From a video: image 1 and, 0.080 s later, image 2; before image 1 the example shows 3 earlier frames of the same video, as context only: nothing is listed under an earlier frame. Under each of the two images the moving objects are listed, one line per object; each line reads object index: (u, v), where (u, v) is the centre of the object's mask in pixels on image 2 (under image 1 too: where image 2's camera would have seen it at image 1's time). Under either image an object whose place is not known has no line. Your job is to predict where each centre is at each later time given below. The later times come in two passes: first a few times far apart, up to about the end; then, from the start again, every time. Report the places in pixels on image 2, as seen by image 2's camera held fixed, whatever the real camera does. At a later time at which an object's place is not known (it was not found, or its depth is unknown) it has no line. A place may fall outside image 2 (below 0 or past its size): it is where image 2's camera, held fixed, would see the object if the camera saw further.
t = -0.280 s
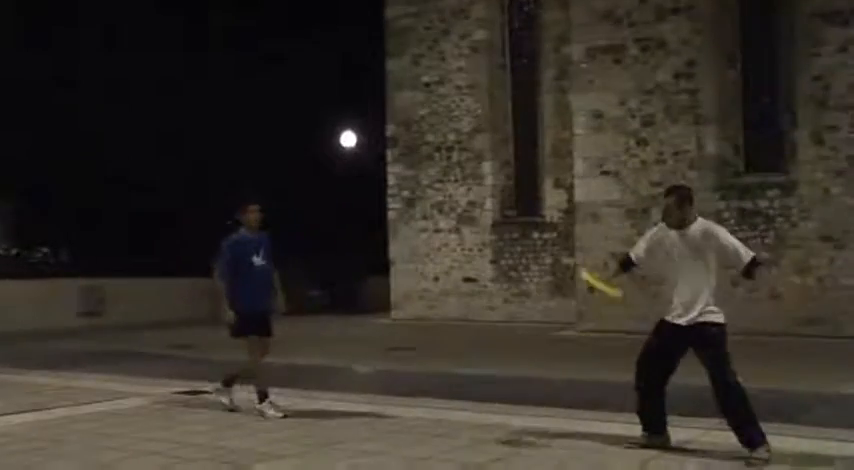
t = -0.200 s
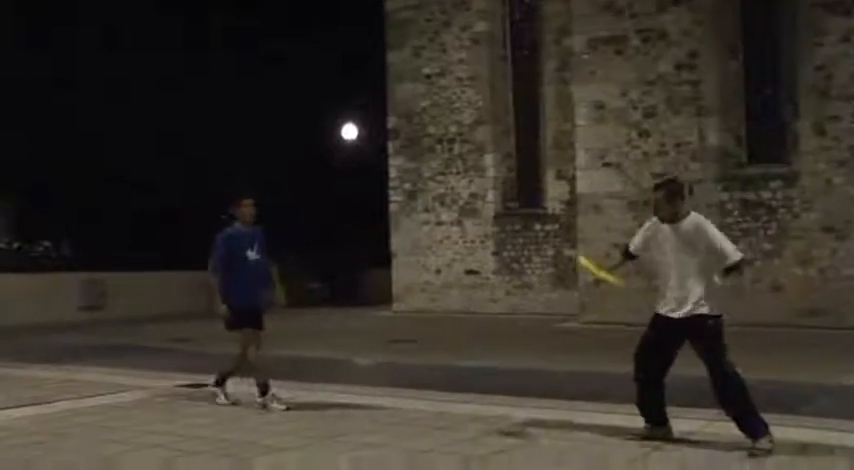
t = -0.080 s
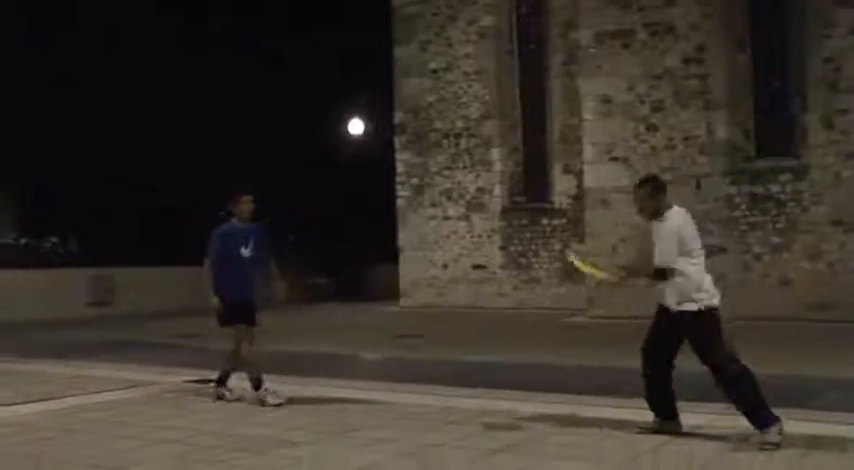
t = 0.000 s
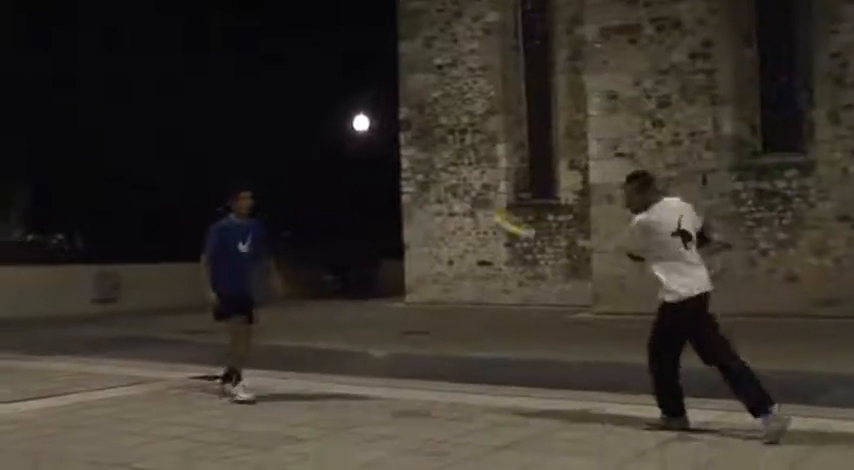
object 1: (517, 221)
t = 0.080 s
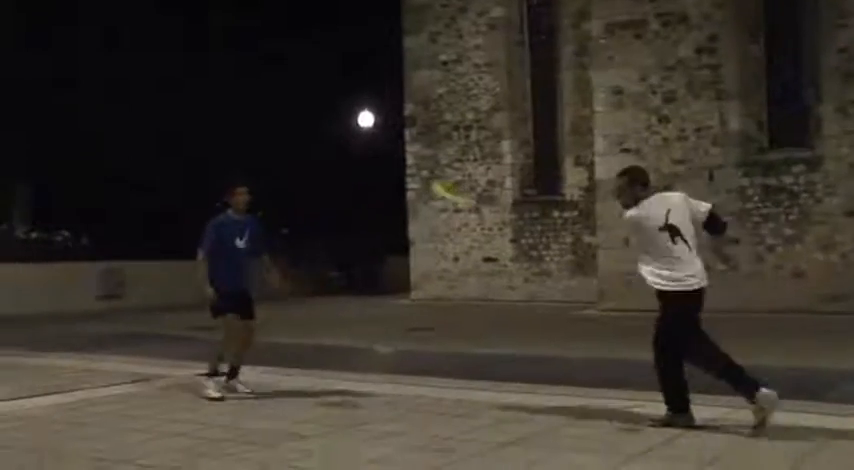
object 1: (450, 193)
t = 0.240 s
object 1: (336, 154)
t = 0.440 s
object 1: (228, 133)
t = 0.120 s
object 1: (414, 180)
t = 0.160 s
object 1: (388, 171)
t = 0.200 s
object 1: (362, 161)
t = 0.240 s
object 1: (336, 154)
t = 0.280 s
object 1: (312, 148)
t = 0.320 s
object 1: (290, 144)
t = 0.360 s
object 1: (268, 139)
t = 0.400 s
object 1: (248, 137)
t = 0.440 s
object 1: (228, 133)
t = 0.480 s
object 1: (211, 133)
